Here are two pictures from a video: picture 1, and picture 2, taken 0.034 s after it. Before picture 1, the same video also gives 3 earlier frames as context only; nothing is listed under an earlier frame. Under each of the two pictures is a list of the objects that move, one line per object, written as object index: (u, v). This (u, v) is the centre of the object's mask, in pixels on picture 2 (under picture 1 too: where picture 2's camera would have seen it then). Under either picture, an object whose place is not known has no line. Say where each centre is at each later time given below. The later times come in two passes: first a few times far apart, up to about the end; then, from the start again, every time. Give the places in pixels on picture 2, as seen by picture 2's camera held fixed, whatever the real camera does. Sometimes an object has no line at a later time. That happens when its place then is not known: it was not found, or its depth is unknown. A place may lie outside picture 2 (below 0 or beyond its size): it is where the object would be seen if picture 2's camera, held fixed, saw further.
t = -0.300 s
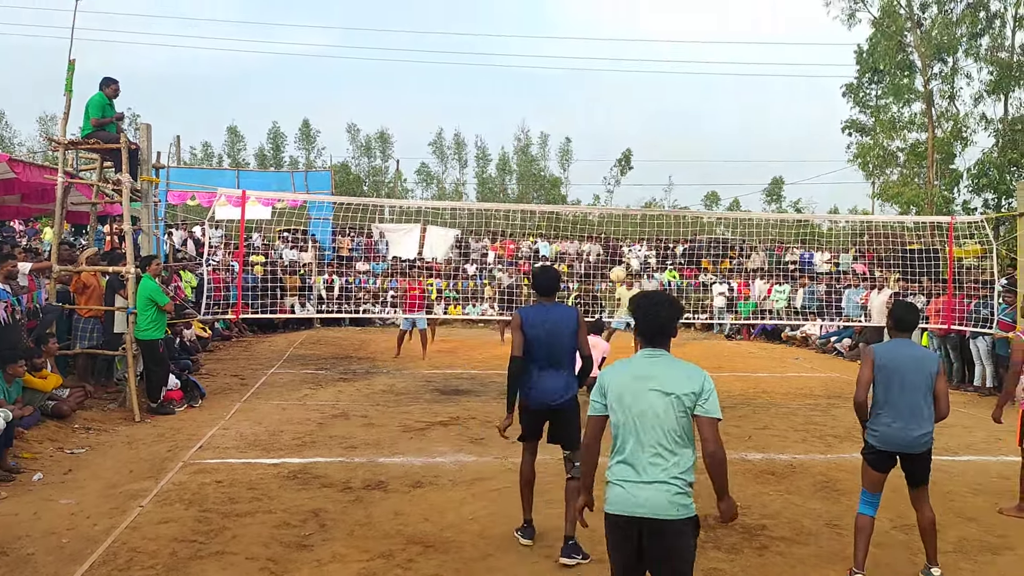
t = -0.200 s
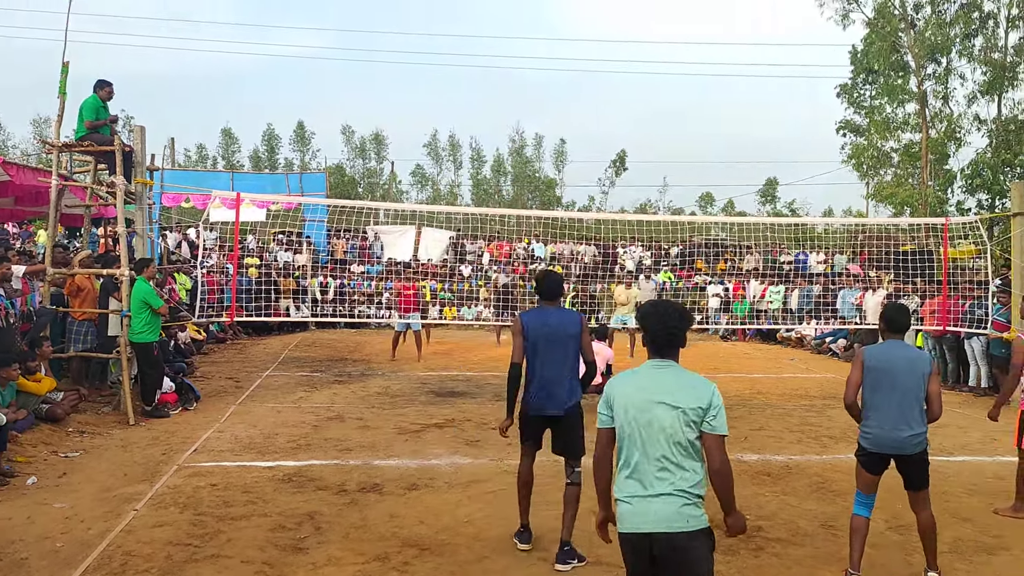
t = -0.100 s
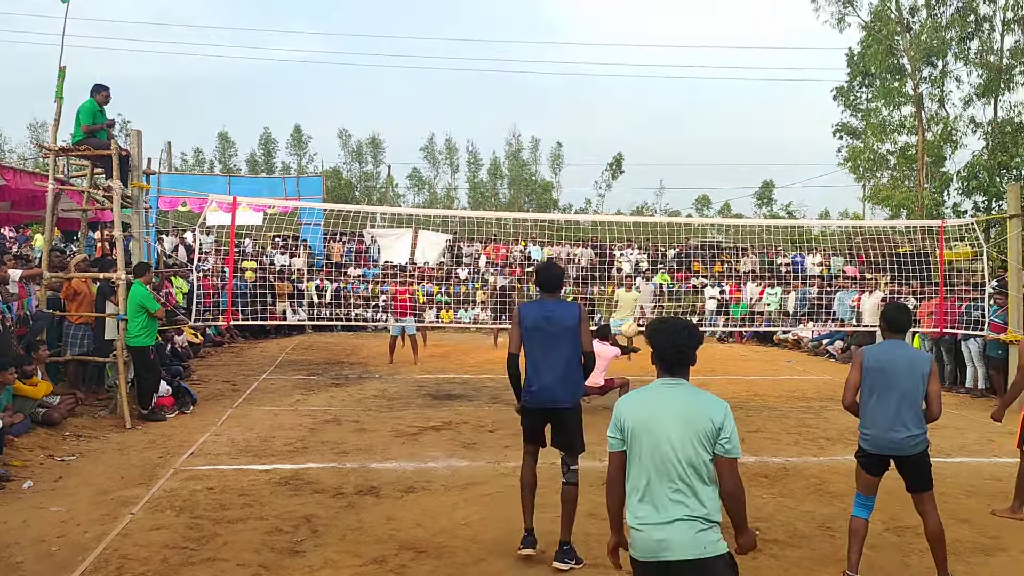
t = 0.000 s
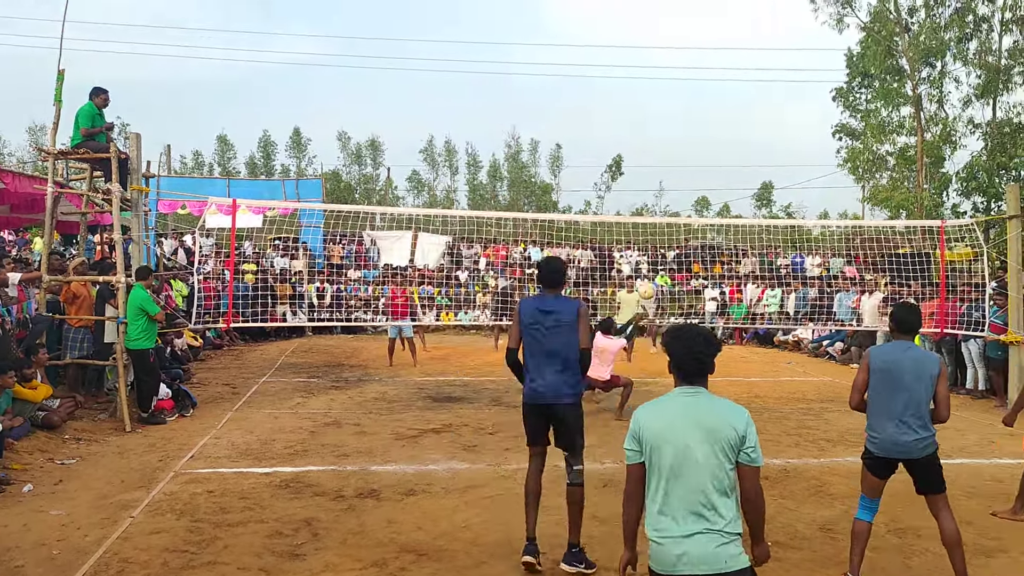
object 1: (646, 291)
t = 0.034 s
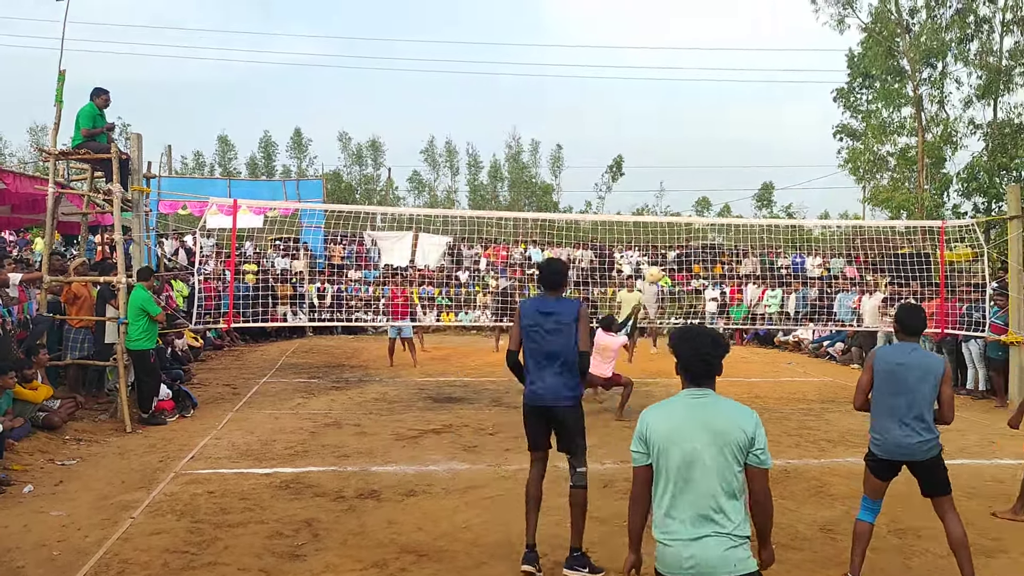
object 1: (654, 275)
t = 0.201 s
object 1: (688, 198)
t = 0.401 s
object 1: (736, 124)
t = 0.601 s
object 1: (797, 78)
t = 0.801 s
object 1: (872, 74)
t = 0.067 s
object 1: (660, 259)
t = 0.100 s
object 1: (666, 243)
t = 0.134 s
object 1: (674, 227)
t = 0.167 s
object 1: (680, 212)
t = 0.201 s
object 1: (688, 198)
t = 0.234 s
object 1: (695, 184)
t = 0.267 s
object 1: (703, 172)
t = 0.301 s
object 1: (711, 160)
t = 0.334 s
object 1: (719, 146)
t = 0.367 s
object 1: (728, 135)
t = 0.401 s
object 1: (736, 124)
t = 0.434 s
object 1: (746, 114)
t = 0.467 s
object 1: (755, 106)
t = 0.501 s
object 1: (765, 98)
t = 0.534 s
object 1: (775, 90)
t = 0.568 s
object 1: (785, 83)
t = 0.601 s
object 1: (797, 78)
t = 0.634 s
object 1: (809, 74)
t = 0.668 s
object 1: (821, 71)
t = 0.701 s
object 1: (833, 71)
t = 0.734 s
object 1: (846, 69)
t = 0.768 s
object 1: (858, 69)
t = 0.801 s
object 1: (872, 74)
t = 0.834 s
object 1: (887, 78)
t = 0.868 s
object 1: (902, 85)
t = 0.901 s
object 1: (918, 94)
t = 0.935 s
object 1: (933, 104)
